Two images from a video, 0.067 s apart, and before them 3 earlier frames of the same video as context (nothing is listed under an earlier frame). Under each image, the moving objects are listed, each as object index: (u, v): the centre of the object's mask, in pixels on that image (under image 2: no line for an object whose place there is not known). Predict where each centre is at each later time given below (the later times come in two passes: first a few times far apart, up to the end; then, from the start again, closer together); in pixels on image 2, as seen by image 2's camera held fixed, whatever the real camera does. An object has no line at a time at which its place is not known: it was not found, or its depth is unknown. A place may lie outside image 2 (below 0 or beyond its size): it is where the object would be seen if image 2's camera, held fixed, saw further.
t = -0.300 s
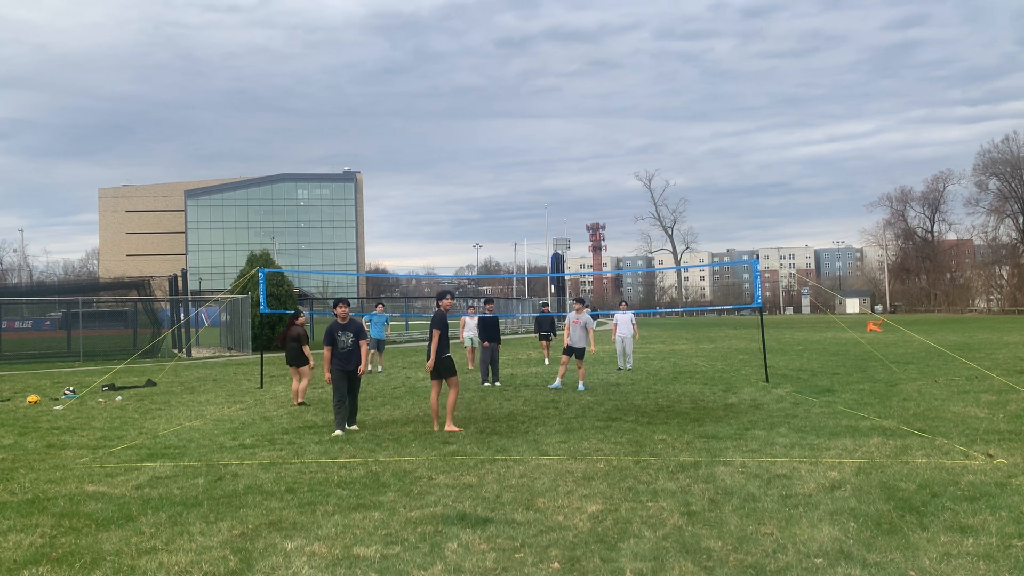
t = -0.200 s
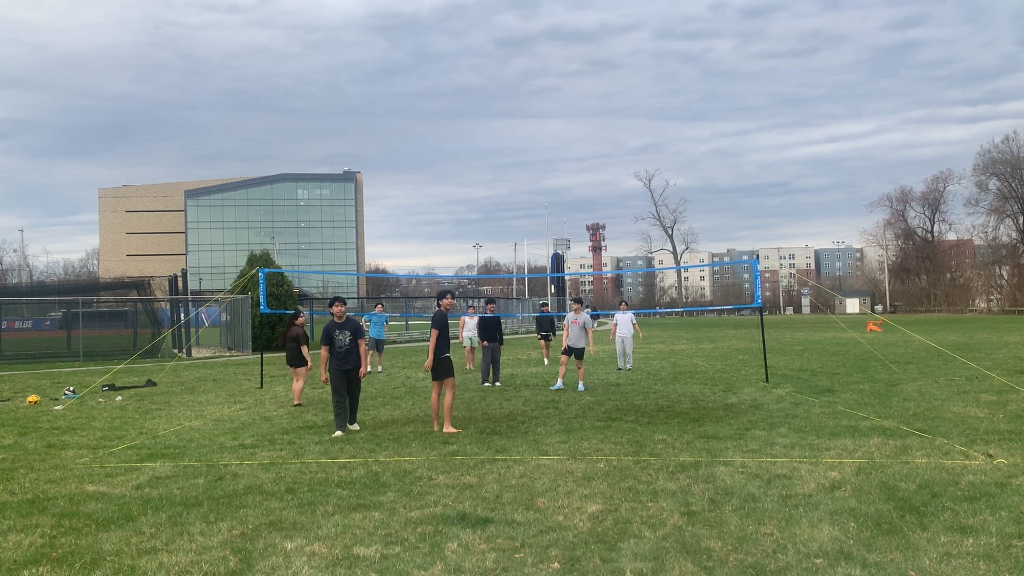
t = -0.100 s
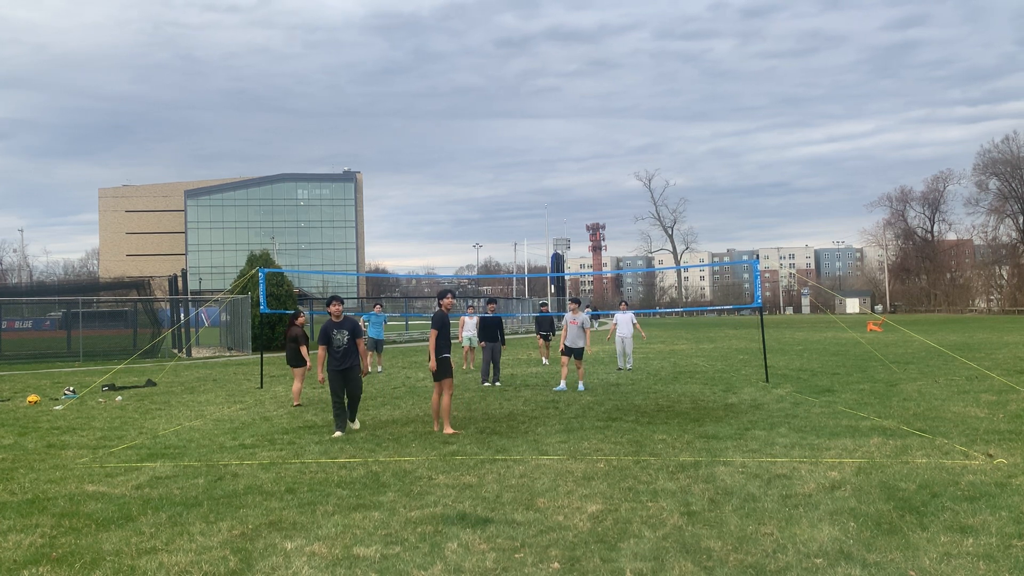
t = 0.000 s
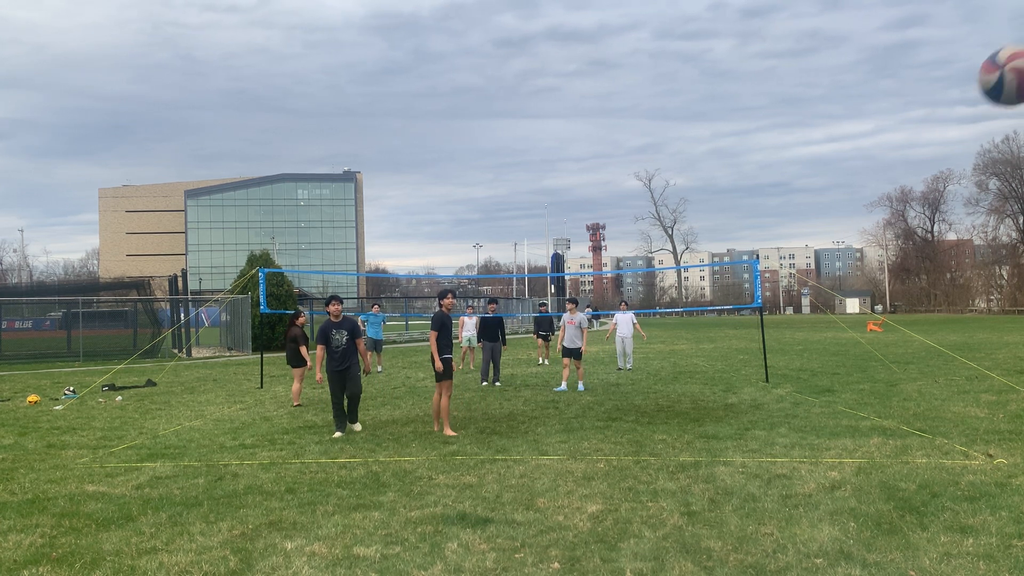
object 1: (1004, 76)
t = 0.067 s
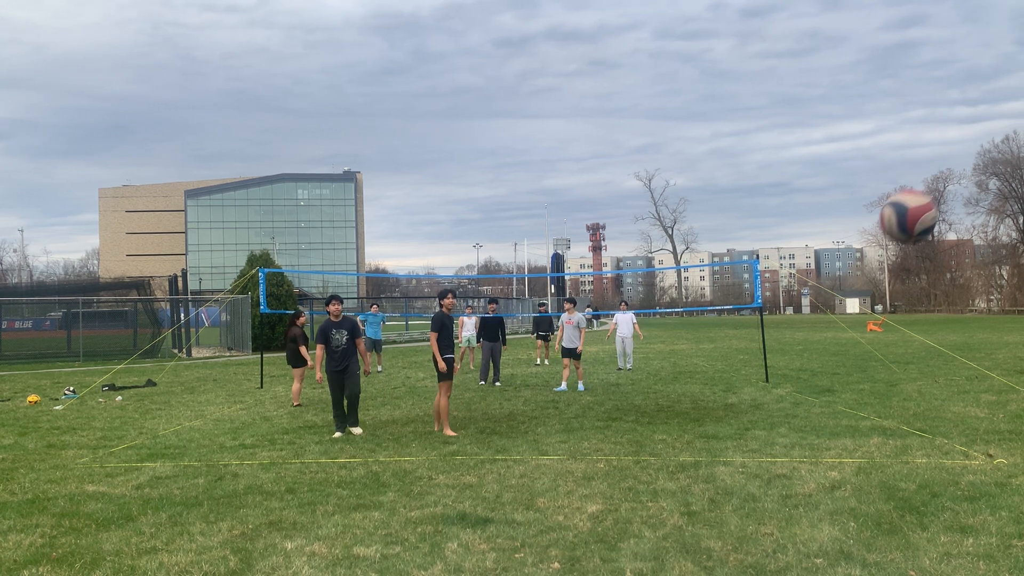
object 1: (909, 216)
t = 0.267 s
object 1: (698, 557)
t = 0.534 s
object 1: (583, 430)
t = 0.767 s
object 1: (518, 399)
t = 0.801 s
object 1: (511, 401)
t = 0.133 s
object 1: (825, 340)
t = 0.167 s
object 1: (790, 398)
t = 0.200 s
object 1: (757, 454)
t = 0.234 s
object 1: (726, 507)
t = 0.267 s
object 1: (698, 557)
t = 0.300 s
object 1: (675, 569)
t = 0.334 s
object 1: (660, 549)
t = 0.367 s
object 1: (646, 522)
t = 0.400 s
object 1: (631, 497)
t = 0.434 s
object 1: (618, 476)
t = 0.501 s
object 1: (594, 443)
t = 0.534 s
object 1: (583, 430)
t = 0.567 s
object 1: (572, 419)
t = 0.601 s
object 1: (562, 411)
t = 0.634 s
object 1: (552, 406)
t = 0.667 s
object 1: (543, 401)
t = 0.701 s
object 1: (534, 398)
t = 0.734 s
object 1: (526, 398)
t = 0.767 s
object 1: (518, 399)
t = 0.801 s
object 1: (511, 401)
